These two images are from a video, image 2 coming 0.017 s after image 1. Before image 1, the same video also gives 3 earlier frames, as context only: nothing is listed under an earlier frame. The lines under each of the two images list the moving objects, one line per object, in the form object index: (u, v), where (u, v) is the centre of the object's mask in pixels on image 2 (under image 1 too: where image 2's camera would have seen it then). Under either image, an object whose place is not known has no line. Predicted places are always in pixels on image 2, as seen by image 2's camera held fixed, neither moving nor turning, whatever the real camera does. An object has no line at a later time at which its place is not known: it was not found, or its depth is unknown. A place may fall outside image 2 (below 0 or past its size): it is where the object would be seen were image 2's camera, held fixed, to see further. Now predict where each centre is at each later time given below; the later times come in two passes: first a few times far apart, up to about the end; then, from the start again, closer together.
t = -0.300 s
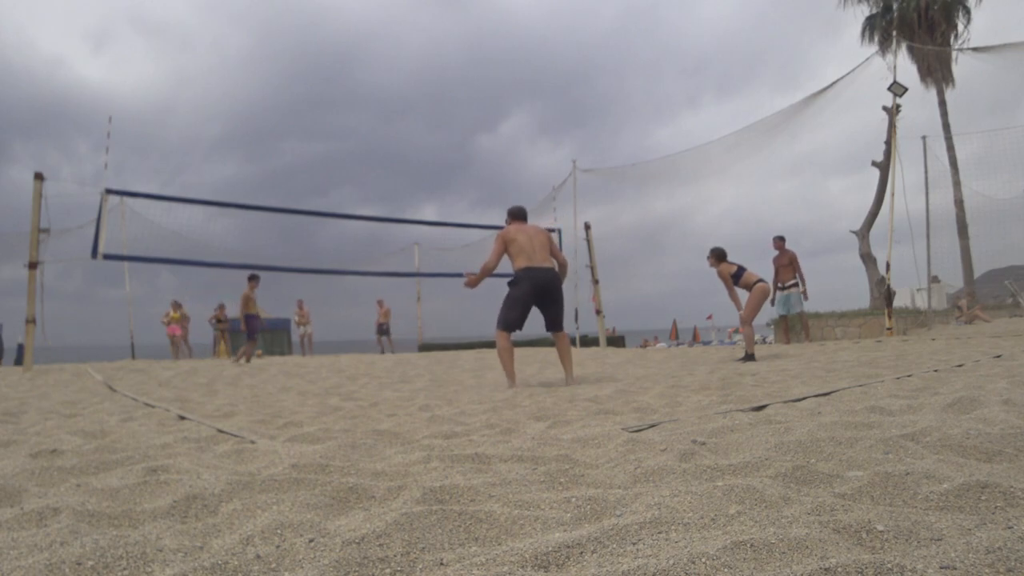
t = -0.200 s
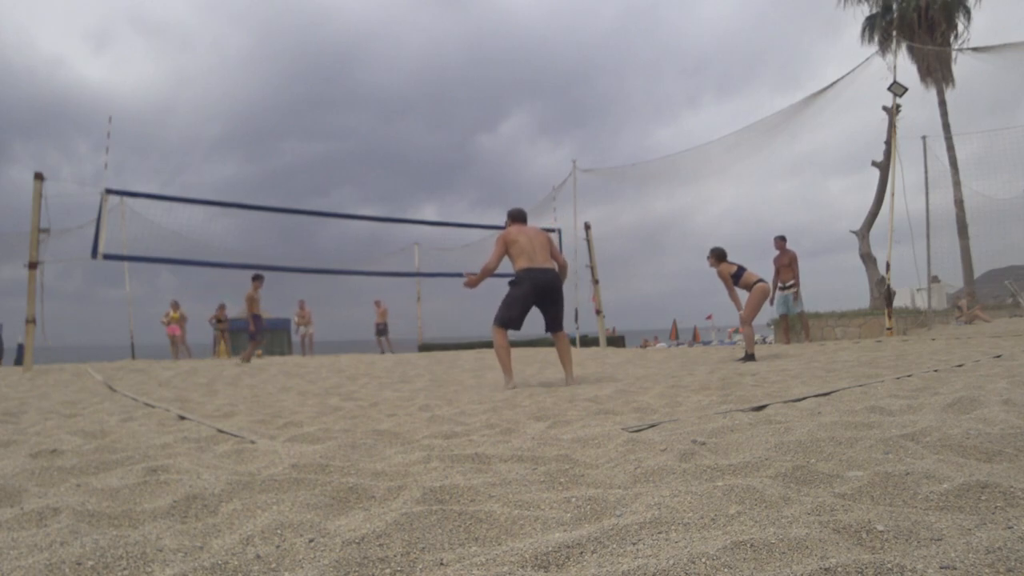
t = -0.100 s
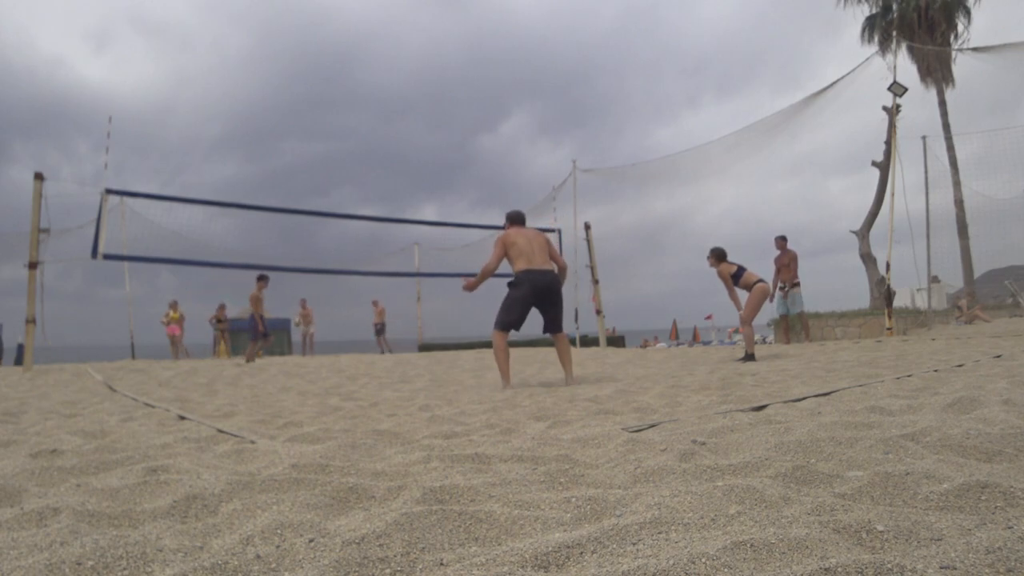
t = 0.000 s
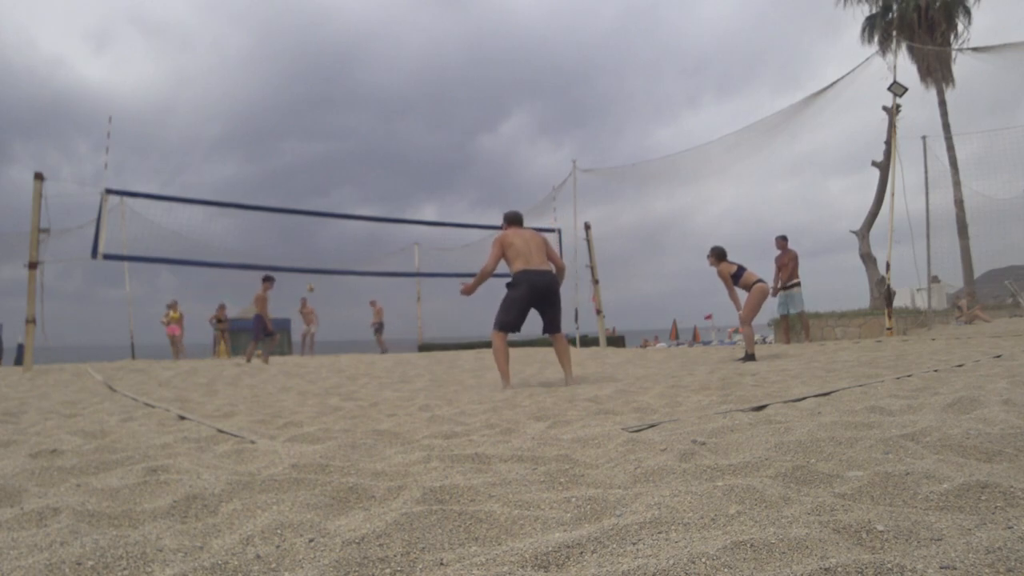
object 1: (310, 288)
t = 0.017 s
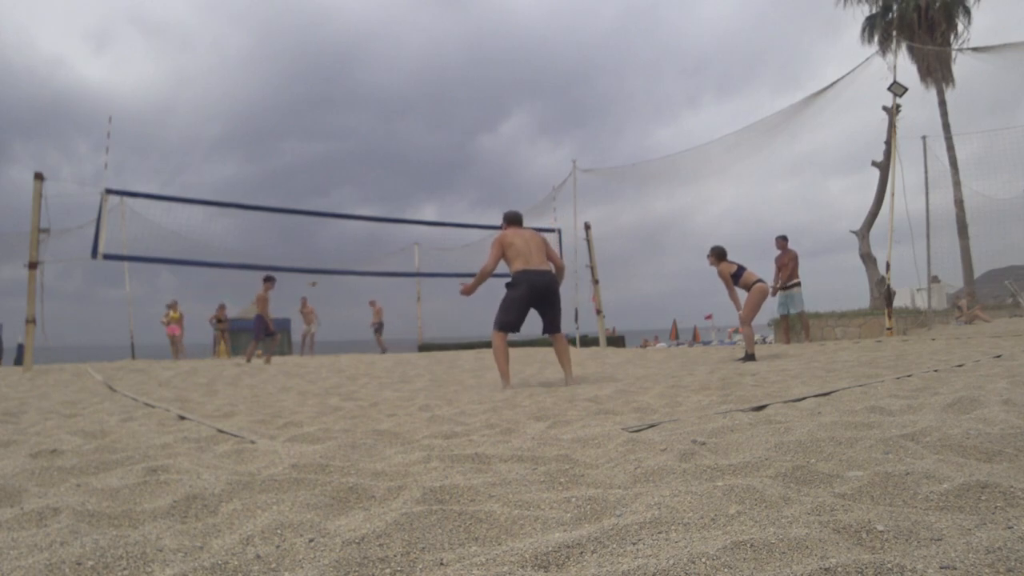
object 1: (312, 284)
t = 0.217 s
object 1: (341, 220)
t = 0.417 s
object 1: (371, 165)
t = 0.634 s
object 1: (409, 117)
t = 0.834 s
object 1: (451, 88)
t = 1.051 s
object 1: (508, 76)
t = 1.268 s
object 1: (582, 99)
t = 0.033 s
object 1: (314, 277)
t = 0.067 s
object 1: (319, 265)
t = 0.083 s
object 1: (321, 260)
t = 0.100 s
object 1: (323, 255)
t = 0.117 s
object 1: (326, 250)
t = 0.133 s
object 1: (328, 245)
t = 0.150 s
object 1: (331, 240)
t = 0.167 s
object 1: (333, 234)
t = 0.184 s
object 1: (336, 230)
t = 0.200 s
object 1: (338, 225)
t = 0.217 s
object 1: (341, 220)
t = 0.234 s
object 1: (343, 212)
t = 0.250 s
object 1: (345, 210)
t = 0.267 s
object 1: (348, 205)
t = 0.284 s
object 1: (351, 201)
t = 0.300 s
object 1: (353, 196)
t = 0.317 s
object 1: (356, 192)
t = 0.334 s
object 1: (358, 188)
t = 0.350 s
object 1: (360, 183)
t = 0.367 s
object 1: (363, 178)
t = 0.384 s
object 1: (365, 174)
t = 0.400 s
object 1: (368, 169)
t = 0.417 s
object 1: (371, 165)
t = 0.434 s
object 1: (374, 161)
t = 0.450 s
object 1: (377, 157)
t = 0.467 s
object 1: (379, 153)
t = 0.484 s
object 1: (382, 149)
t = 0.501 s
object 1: (384, 145)
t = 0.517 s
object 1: (388, 142)
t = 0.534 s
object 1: (391, 138)
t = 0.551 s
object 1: (393, 135)
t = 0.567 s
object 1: (396, 132)
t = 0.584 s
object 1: (400, 128)
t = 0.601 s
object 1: (402, 125)
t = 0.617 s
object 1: (406, 121)
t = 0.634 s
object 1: (409, 117)
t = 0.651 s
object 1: (412, 114)
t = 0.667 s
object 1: (415, 111)
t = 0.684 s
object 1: (419, 108)
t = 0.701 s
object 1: (422, 106)
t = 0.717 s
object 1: (426, 103)
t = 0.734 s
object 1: (429, 100)
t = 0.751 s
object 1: (433, 97)
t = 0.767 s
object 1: (437, 95)
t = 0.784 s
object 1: (440, 93)
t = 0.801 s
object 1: (444, 91)
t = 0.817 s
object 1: (448, 90)
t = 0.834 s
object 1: (451, 88)
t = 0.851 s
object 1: (455, 86)
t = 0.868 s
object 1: (459, 84)
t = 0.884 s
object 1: (463, 83)
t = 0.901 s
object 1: (467, 81)
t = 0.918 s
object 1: (471, 80)
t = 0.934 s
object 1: (475, 79)
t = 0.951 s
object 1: (480, 78)
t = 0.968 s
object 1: (484, 77)
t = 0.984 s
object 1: (489, 77)
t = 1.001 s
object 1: (494, 76)
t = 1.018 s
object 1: (498, 76)
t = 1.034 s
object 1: (503, 76)
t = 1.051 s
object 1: (508, 76)
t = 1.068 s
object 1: (513, 77)
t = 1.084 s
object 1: (518, 77)
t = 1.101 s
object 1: (523, 77)
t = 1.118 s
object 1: (528, 78)
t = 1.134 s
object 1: (534, 79)
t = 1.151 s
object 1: (539, 82)
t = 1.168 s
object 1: (545, 83)
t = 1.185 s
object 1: (551, 85)
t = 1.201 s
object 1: (557, 87)
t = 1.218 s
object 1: (563, 89)
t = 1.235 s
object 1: (569, 92)
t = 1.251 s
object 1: (575, 95)
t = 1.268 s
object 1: (582, 99)
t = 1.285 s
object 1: (588, 103)
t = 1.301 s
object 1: (595, 107)
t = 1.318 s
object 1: (602, 111)
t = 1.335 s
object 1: (609, 116)
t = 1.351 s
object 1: (616, 122)
